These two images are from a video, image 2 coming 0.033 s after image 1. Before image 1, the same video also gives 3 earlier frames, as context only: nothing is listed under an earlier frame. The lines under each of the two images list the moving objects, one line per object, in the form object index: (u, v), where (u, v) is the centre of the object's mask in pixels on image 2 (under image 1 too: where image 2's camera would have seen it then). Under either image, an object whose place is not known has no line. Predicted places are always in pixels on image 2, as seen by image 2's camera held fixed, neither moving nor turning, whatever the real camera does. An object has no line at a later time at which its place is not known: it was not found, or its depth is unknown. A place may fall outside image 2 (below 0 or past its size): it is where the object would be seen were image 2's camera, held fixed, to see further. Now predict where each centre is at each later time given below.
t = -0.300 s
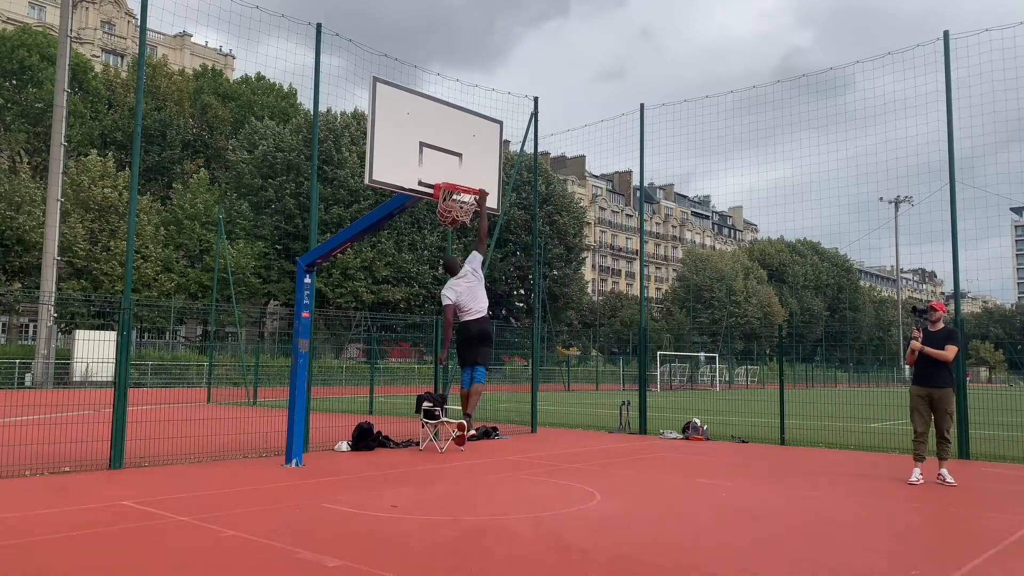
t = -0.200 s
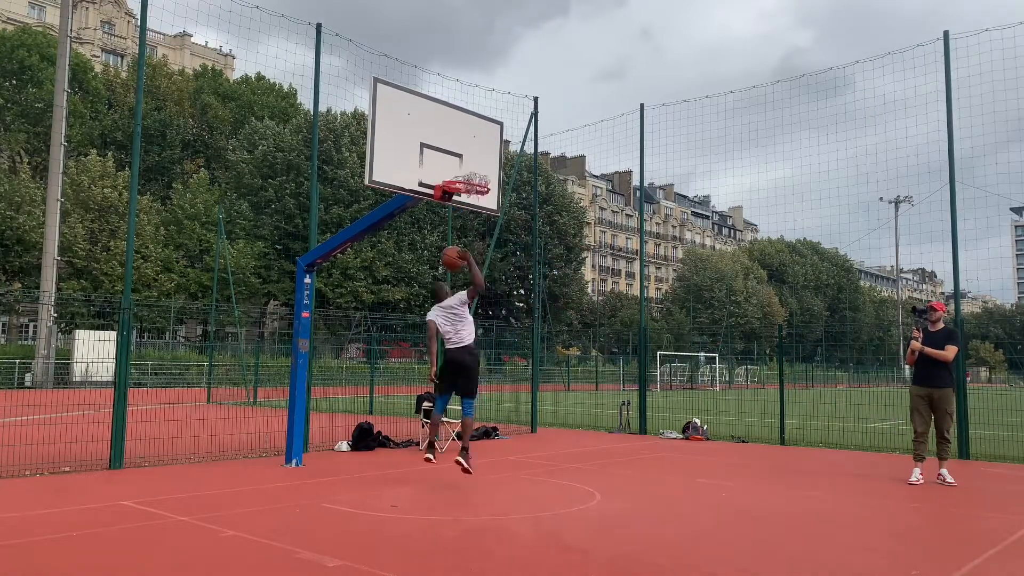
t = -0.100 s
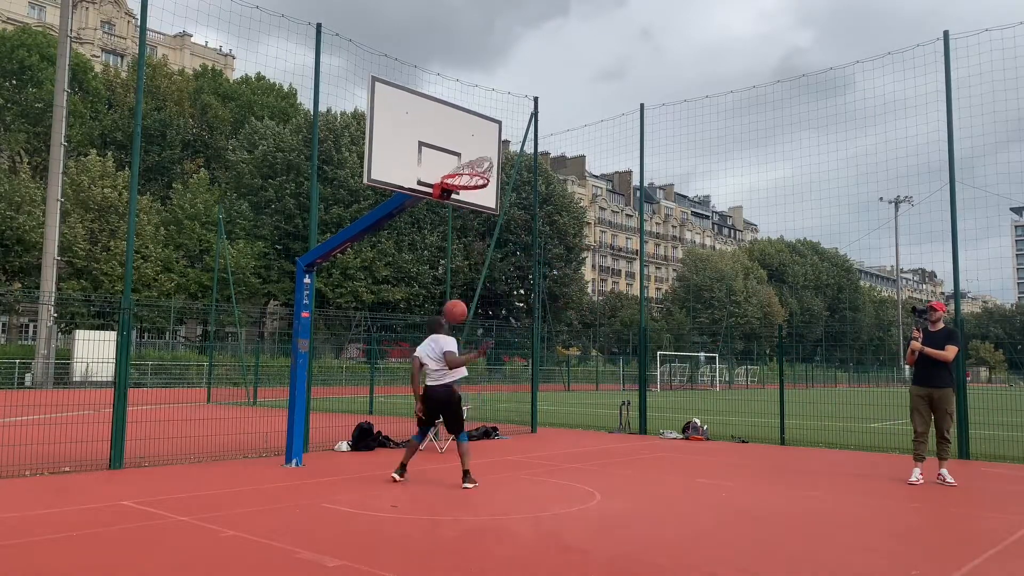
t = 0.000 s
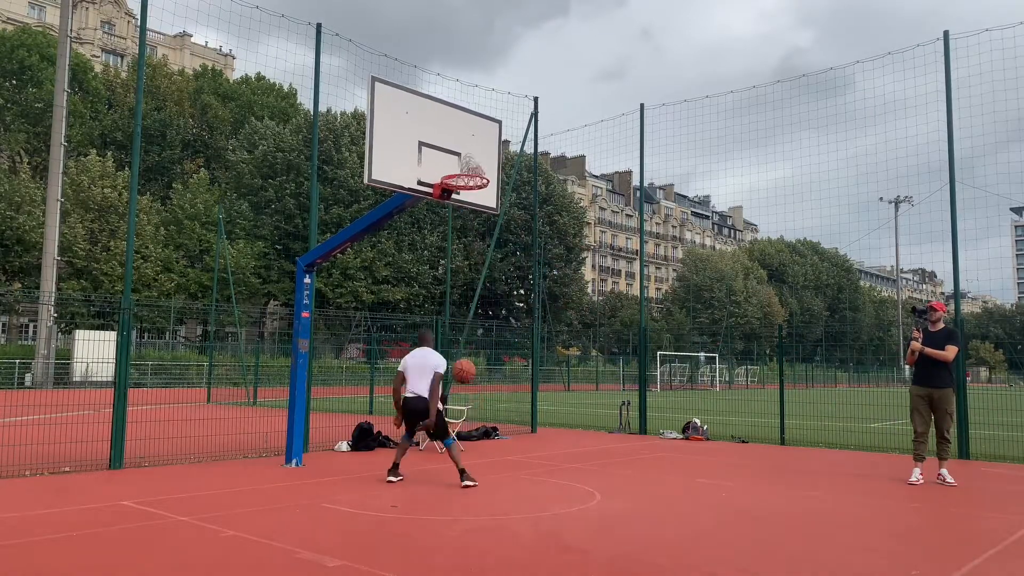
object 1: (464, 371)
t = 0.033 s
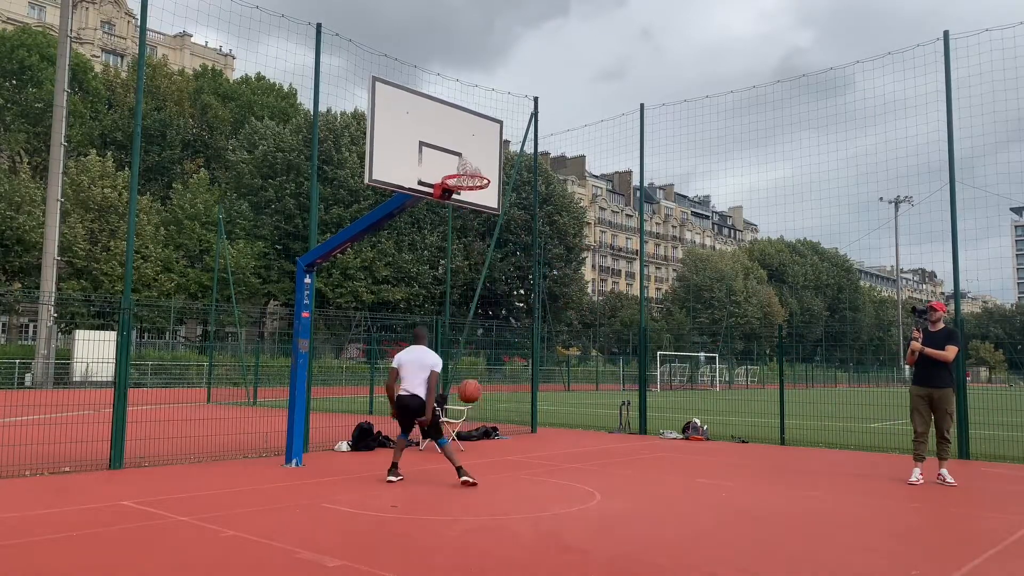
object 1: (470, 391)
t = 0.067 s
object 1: (476, 413)
